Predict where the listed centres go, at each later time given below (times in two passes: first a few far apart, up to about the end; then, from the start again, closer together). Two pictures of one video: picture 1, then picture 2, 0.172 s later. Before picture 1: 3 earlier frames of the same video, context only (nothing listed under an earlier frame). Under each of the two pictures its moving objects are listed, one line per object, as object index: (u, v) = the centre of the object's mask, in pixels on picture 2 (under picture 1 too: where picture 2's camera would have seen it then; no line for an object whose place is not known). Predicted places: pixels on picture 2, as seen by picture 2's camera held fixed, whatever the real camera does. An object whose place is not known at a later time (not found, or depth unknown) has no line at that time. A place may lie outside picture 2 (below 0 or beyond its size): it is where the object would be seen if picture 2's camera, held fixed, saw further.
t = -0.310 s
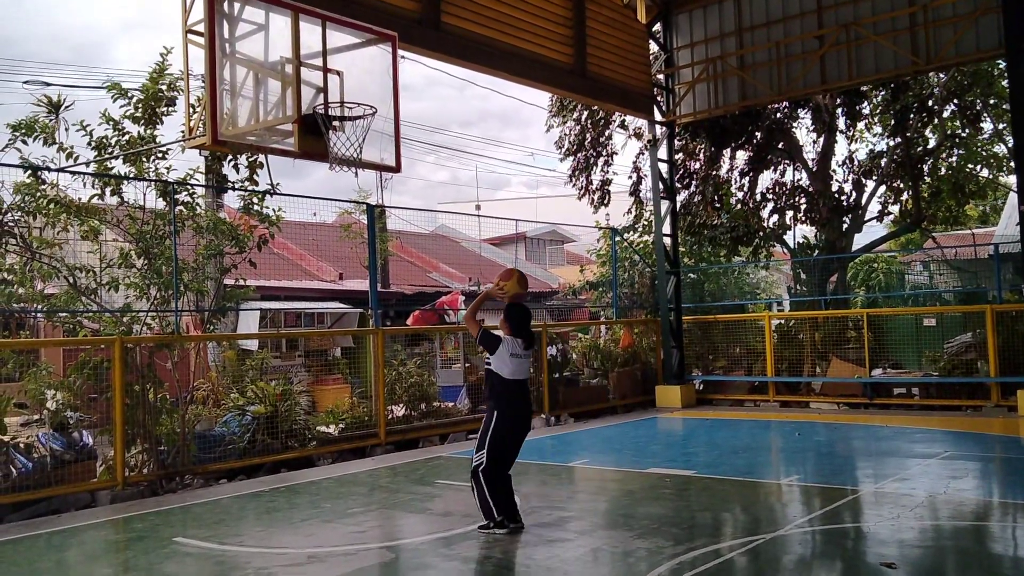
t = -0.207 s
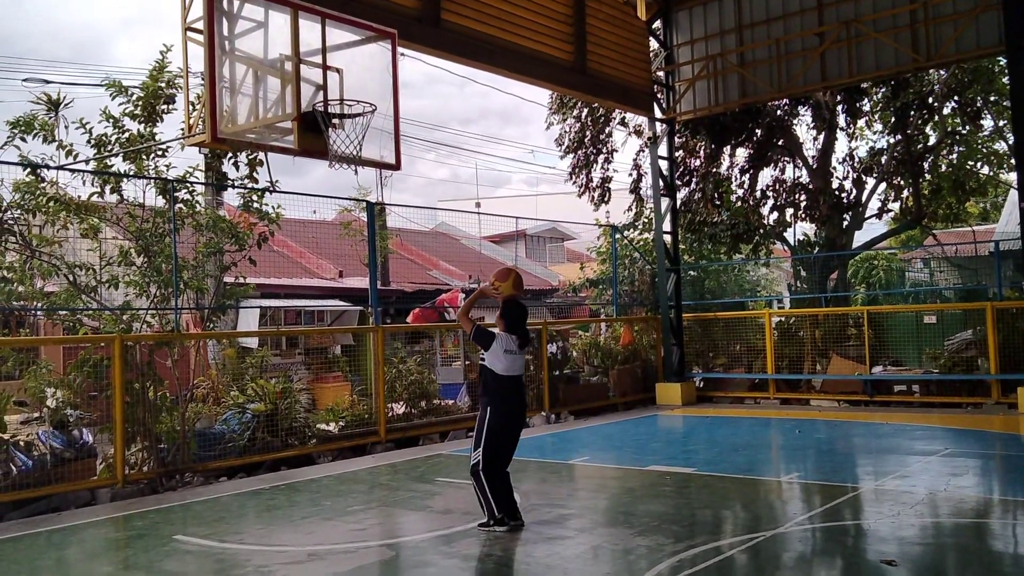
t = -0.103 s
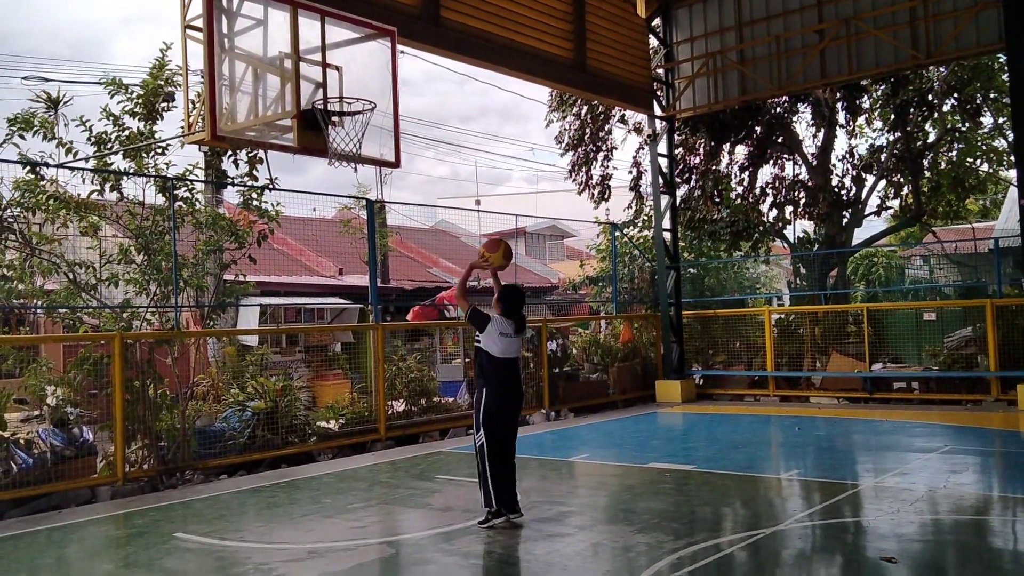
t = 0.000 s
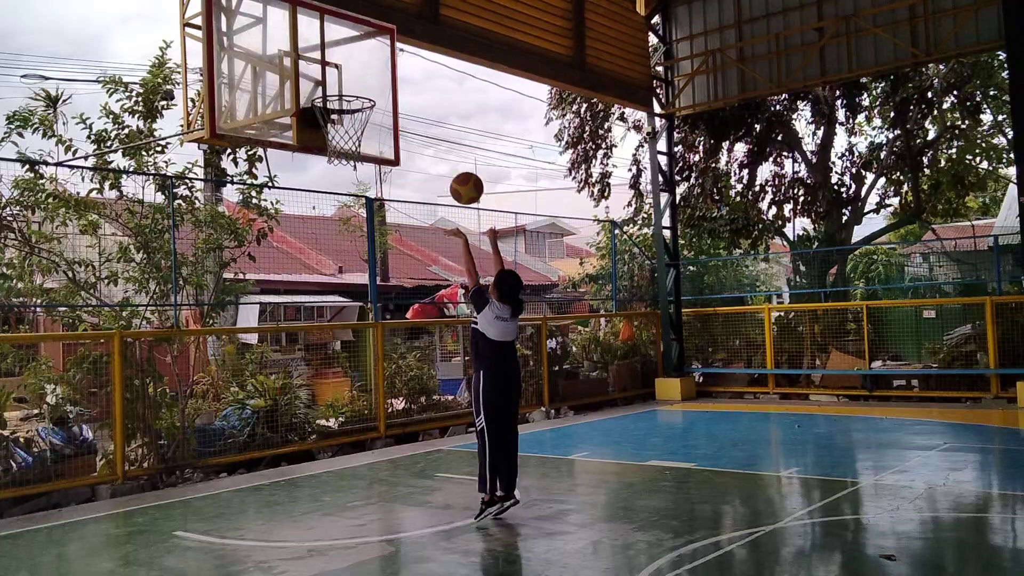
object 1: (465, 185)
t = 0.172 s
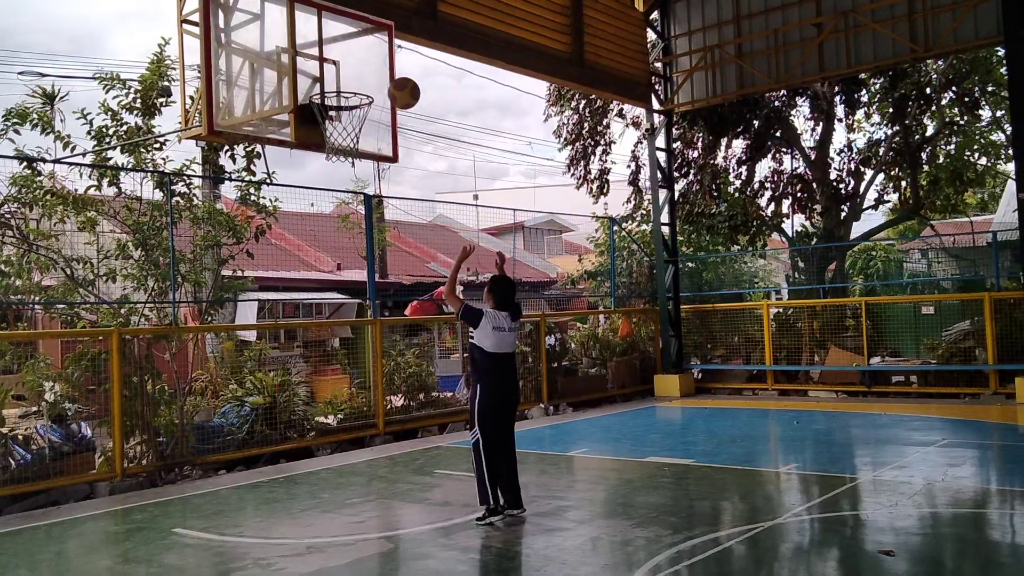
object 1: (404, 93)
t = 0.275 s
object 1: (376, 70)
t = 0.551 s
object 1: (310, 75)
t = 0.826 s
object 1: (359, 117)
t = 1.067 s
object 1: (360, 148)
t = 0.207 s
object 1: (394, 84)
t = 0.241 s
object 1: (385, 76)
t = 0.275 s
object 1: (376, 70)
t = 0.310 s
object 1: (367, 66)
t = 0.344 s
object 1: (359, 63)
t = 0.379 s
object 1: (350, 61)
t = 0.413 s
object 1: (342, 62)
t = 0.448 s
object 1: (334, 63)
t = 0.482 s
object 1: (325, 66)
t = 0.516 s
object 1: (318, 70)
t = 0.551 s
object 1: (310, 75)
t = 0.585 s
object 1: (315, 77)
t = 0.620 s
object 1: (321, 79)
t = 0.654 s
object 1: (327, 83)
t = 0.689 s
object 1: (333, 89)
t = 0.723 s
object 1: (339, 96)
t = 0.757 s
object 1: (346, 101)
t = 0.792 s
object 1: (352, 108)
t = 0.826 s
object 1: (359, 117)
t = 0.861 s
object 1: (363, 125)
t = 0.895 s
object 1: (366, 131)
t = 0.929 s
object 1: (367, 135)
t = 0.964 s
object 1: (365, 141)
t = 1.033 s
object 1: (362, 143)
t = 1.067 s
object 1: (360, 148)
